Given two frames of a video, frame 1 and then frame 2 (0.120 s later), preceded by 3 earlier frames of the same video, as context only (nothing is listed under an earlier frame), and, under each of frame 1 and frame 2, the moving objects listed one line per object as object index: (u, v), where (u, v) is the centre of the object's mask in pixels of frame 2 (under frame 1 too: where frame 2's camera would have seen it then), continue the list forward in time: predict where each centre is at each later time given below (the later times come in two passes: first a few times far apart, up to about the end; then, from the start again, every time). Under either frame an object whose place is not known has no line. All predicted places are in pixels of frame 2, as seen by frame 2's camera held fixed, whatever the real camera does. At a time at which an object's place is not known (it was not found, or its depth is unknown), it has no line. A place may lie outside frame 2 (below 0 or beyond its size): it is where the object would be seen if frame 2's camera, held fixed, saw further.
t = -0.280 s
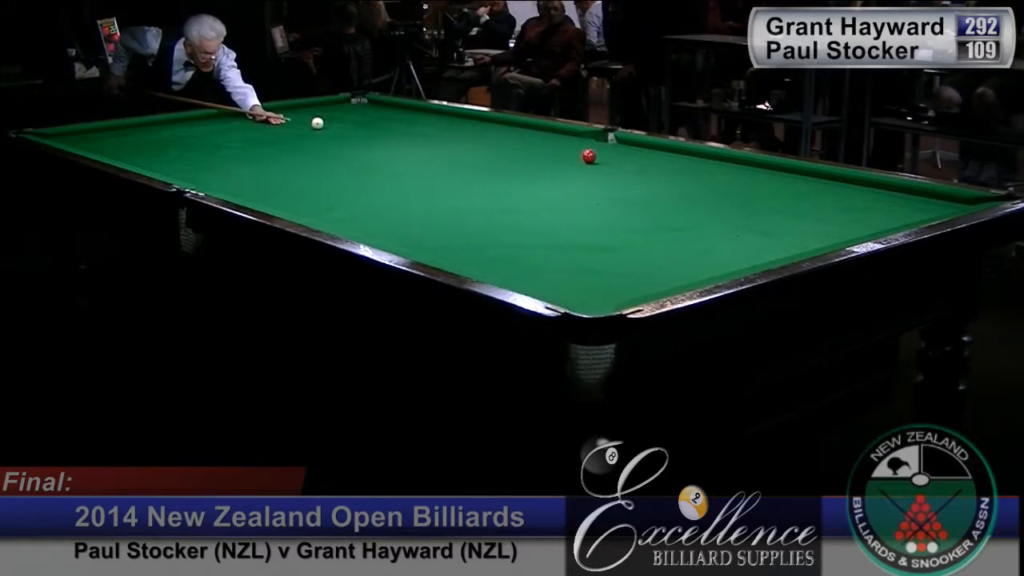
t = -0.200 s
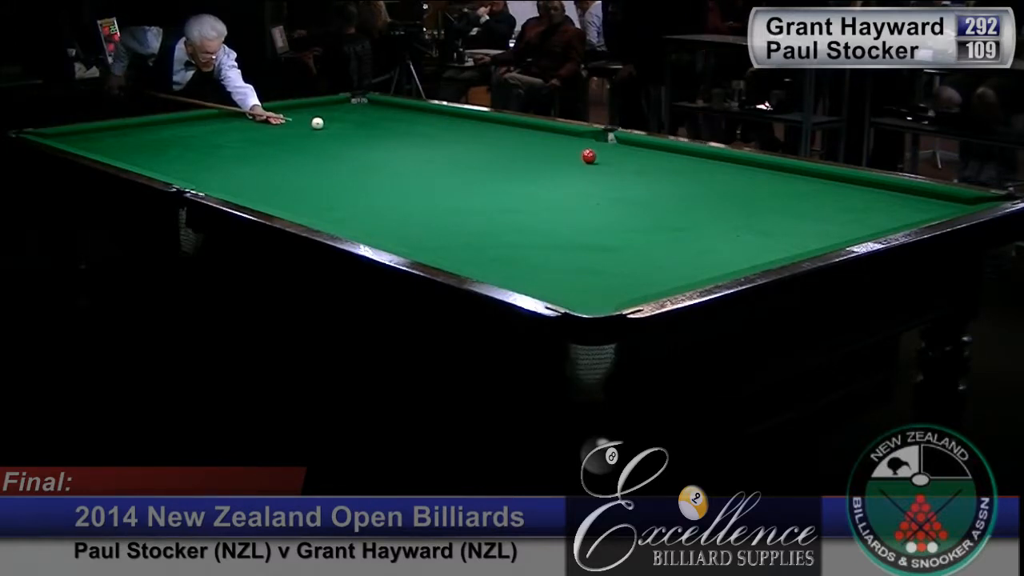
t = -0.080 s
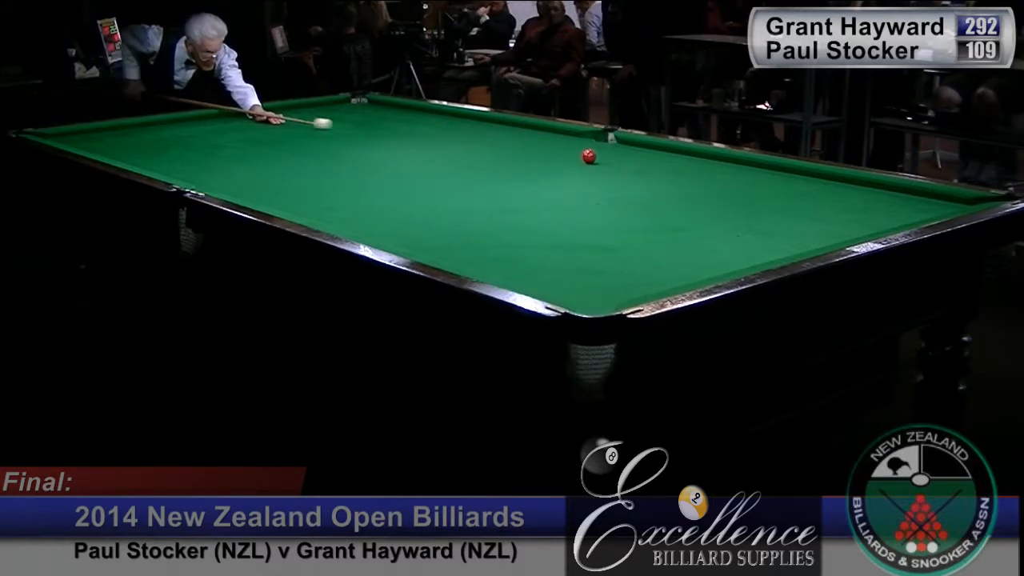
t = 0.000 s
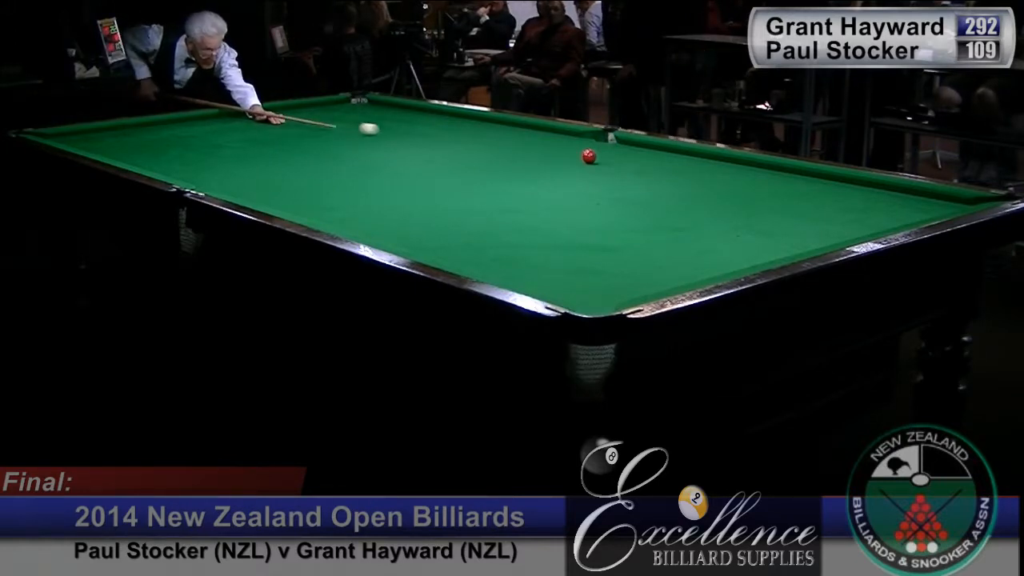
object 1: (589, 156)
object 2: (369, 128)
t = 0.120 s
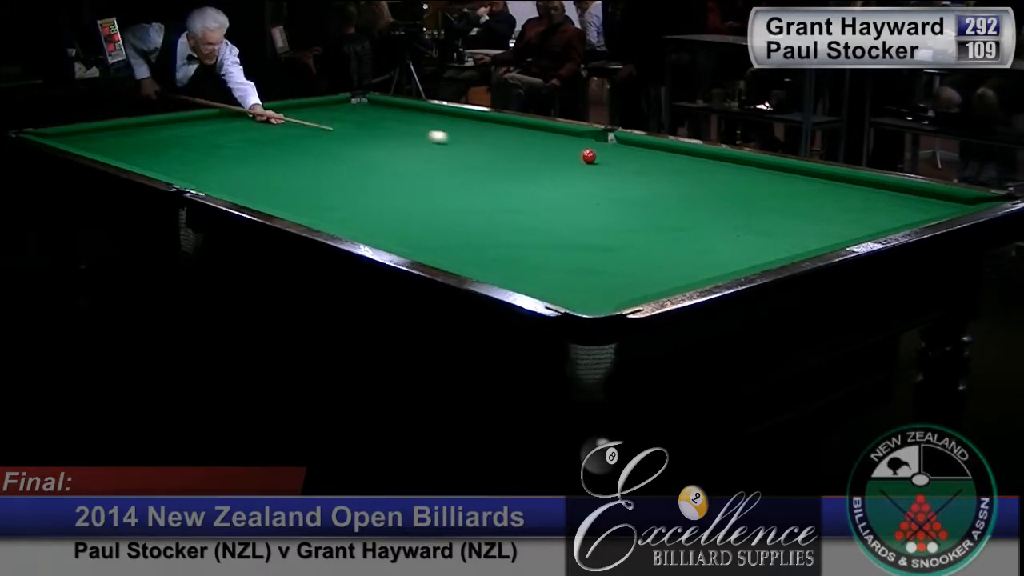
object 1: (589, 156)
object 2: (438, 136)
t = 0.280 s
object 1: (589, 156)
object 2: (529, 147)
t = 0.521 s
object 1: (647, 169)
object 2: (606, 153)
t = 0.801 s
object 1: (746, 190)
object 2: (671, 153)
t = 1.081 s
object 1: (850, 213)
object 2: (715, 157)
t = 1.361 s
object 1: (859, 216)
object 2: (728, 165)
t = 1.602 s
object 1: (799, 206)
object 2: (738, 171)
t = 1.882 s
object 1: (734, 194)
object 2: (751, 178)
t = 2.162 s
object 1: (676, 184)
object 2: (763, 186)
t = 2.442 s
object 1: (626, 175)
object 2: (776, 193)
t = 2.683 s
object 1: (586, 168)
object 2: (786, 200)
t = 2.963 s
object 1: (544, 161)
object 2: (798, 207)
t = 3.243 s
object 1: (506, 154)
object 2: (809, 214)
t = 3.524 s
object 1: (472, 149)
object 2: (820, 221)
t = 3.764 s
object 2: (829, 226)
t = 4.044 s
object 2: (839, 231)
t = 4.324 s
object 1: (391, 136)
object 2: (848, 234)
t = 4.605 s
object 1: (368, 132)
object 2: (846, 235)
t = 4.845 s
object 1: (350, 129)
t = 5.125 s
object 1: (330, 126)
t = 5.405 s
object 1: (313, 124)
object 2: (822, 236)
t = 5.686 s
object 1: (298, 121)
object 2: (821, 237)
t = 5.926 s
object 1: (286, 119)
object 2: (821, 237)
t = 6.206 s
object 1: (273, 117)
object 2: (821, 237)
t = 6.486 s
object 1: (262, 115)
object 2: (821, 237)
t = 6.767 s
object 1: (253, 115)
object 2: (821, 237)
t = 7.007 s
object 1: (245, 113)
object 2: (820, 237)
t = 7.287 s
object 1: (238, 112)
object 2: (820, 237)
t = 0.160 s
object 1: (589, 156)
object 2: (461, 139)
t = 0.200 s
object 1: (589, 156)
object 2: (484, 142)
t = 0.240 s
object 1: (589, 156)
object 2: (507, 145)
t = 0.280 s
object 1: (589, 156)
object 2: (529, 147)
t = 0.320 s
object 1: (589, 156)
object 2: (552, 150)
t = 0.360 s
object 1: (589, 156)
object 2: (573, 152)
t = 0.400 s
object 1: (600, 159)
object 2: (585, 153)
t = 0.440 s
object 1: (616, 162)
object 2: (591, 153)
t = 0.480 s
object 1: (632, 165)
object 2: (599, 153)
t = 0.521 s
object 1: (647, 169)
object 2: (606, 153)
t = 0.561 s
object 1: (662, 172)
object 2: (615, 153)
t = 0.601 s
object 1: (677, 175)
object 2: (624, 153)
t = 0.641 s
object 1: (691, 178)
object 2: (634, 153)
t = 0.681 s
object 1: (705, 180)
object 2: (643, 153)
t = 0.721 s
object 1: (718, 184)
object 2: (653, 153)
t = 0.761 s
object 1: (732, 187)
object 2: (662, 153)
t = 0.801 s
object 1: (746, 190)
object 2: (671, 153)
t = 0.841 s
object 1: (760, 193)
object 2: (681, 154)
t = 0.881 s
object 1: (774, 196)
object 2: (690, 154)
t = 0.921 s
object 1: (789, 199)
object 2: (699, 154)
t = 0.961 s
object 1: (803, 203)
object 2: (708, 155)
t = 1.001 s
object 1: (819, 206)
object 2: (712, 155)
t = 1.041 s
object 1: (834, 209)
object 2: (714, 156)
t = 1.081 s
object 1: (850, 213)
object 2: (715, 157)
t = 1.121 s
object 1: (866, 216)
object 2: (717, 158)
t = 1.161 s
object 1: (882, 220)
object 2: (719, 159)
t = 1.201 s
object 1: (898, 220)
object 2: (721, 161)
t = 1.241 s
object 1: (897, 221)
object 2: (722, 161)
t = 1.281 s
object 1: (884, 220)
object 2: (724, 163)
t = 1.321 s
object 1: (871, 218)
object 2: (726, 164)
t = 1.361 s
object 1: (859, 216)
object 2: (728, 165)
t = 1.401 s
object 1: (849, 214)
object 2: (730, 166)
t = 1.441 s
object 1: (838, 213)
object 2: (731, 167)
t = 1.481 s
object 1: (828, 211)
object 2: (733, 168)
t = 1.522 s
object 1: (818, 209)
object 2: (735, 169)
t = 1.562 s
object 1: (808, 207)
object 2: (736, 170)
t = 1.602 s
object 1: (799, 206)
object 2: (738, 171)
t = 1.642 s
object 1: (789, 204)
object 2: (740, 172)
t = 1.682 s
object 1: (779, 202)
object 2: (742, 173)
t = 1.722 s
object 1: (770, 201)
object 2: (744, 174)
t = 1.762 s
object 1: (760, 199)
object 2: (746, 175)
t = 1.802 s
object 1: (751, 197)
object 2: (747, 176)
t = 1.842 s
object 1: (743, 195)
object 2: (749, 177)
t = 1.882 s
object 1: (734, 194)
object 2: (751, 178)
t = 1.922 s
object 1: (725, 192)
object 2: (753, 179)
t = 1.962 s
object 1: (717, 191)
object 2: (755, 180)
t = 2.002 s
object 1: (708, 189)
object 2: (756, 181)
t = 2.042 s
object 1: (700, 188)
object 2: (758, 182)
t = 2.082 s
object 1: (692, 187)
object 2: (760, 184)
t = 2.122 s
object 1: (684, 185)
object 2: (762, 185)
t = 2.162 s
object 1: (676, 184)
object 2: (763, 186)
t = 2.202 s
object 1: (669, 182)
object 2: (765, 187)
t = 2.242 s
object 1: (662, 181)
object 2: (767, 188)
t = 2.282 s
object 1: (654, 180)
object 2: (769, 189)
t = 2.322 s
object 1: (647, 178)
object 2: (771, 190)
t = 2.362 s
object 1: (640, 177)
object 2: (772, 191)
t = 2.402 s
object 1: (632, 176)
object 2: (774, 192)
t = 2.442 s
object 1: (626, 175)
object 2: (776, 193)
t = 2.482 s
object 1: (619, 174)
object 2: (778, 195)
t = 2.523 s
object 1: (612, 173)
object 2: (779, 195)
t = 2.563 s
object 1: (605, 171)
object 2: (781, 197)
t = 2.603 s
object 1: (598, 170)
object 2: (783, 198)
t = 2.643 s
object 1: (592, 169)
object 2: (785, 198)
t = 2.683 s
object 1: (586, 168)
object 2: (786, 200)
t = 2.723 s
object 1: (580, 167)
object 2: (788, 201)
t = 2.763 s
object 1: (574, 166)
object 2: (790, 202)
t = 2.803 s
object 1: (568, 165)
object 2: (791, 203)
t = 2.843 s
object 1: (561, 164)
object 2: (793, 204)
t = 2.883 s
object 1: (555, 163)
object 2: (795, 205)
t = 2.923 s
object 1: (550, 162)
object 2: (796, 206)
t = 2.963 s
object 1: (544, 161)
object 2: (798, 207)
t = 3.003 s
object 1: (538, 160)
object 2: (800, 208)
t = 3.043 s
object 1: (533, 159)
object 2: (801, 209)
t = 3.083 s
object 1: (527, 158)
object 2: (803, 210)
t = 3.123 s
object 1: (522, 157)
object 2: (804, 211)
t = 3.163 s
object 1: (516, 156)
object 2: (806, 212)
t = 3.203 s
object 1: (511, 155)
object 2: (808, 213)
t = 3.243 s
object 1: (506, 154)
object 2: (809, 214)
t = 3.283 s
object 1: (501, 153)
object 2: (811, 215)
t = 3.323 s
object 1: (496, 152)
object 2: (813, 216)
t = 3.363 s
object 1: (491, 152)
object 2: (814, 217)
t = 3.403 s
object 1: (486, 151)
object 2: (816, 218)
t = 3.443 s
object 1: (481, 150)
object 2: (817, 219)
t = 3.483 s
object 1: (476, 149)
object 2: (819, 220)
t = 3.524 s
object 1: (472, 149)
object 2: (820, 221)
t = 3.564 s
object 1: (467, 148)
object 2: (822, 221)
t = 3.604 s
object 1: (463, 147)
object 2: (823, 222)
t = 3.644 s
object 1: (458, 147)
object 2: (825, 223)
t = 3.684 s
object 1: (454, 146)
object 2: (826, 224)
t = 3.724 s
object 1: (449, 145)
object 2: (828, 225)
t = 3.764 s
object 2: (829, 226)
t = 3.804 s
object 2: (831, 227)
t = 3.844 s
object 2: (832, 228)
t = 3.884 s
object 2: (834, 228)
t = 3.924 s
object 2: (835, 229)
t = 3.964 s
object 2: (836, 230)
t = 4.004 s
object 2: (838, 231)
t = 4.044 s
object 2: (839, 231)
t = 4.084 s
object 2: (840, 232)
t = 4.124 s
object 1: (408, 139)
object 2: (842, 232)
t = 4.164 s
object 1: (406, 138)
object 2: (843, 233)
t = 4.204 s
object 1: (402, 137)
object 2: (844, 233)
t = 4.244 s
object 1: (398, 137)
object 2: (845, 233)
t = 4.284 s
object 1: (395, 136)
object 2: (846, 234)
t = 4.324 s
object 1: (391, 136)
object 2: (848, 234)
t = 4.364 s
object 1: (388, 135)
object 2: (849, 234)
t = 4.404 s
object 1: (384, 135)
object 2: (850, 234)
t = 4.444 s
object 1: (381, 134)
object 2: (851, 235)
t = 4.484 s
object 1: (378, 134)
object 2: (850, 235)
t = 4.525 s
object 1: (374, 133)
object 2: (848, 235)
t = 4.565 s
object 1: (371, 133)
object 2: (847, 235)
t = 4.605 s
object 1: (368, 132)
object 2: (846, 235)
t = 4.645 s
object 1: (365, 132)
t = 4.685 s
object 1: (362, 131)
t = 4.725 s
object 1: (358, 130)
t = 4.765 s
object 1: (356, 130)
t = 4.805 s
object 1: (352, 129)
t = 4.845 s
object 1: (350, 129)
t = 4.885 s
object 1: (347, 129)
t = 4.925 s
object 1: (344, 128)
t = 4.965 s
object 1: (341, 128)
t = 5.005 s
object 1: (338, 128)
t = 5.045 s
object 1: (335, 127)
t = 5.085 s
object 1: (333, 126)
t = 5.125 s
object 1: (330, 126)
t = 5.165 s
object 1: (328, 126)
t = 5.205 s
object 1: (325, 125)
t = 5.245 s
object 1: (323, 125)
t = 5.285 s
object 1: (320, 125)
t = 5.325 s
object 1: (318, 124)
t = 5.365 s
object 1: (315, 124)
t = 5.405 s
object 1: (313, 124)
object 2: (822, 236)
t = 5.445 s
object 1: (311, 123)
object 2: (822, 236)
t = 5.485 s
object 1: (308, 122)
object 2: (822, 237)
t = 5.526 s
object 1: (306, 122)
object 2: (822, 237)
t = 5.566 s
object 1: (304, 122)
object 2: (821, 237)
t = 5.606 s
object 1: (302, 121)
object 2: (821, 237)
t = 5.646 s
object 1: (300, 121)
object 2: (821, 237)
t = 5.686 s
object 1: (298, 121)
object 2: (821, 237)
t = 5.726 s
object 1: (295, 120)
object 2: (821, 237)
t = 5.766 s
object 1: (293, 120)
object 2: (821, 237)
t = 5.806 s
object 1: (292, 120)
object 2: (821, 237)
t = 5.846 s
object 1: (290, 120)
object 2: (821, 237)
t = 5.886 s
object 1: (287, 120)
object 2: (821, 237)
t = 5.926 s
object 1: (286, 119)
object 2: (821, 237)
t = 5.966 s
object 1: (284, 119)
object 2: (821, 237)
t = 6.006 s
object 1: (282, 119)
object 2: (821, 237)
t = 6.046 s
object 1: (280, 119)
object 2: (821, 237)
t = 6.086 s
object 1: (278, 118)
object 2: (821, 237)
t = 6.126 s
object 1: (276, 118)
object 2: (821, 237)
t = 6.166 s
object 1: (275, 118)
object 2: (821, 237)
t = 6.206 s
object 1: (273, 117)
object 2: (821, 237)
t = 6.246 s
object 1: (271, 117)
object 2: (821, 237)
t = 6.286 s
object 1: (270, 116)
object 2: (821, 237)
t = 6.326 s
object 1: (268, 116)
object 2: (821, 237)
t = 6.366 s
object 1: (266, 116)
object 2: (821, 237)
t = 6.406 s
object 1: (265, 116)
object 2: (821, 237)
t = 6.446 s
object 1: (263, 116)
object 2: (821, 237)
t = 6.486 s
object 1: (262, 115)
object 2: (821, 237)
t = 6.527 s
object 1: (261, 115)
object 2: (821, 237)
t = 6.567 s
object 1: (259, 115)
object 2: (821, 237)
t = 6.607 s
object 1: (257, 115)
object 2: (821, 237)
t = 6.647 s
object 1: (256, 115)
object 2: (821, 237)
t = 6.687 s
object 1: (255, 115)
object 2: (821, 237)
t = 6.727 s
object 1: (254, 115)
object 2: (821, 237)
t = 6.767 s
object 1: (253, 115)
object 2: (821, 237)
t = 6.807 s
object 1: (251, 114)
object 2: (821, 237)
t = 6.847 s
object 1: (250, 114)
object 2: (821, 237)
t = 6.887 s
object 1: (249, 114)
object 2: (821, 237)
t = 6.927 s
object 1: (248, 114)
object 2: (820, 237)
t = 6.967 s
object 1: (246, 113)
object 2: (820, 237)
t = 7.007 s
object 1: (245, 113)
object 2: (820, 237)
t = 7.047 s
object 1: (244, 113)
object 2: (820, 237)
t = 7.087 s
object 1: (243, 113)
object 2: (820, 237)
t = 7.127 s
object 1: (242, 113)
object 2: (820, 237)
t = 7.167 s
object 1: (241, 113)
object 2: (820, 237)
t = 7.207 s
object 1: (240, 113)
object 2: (820, 237)
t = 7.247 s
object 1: (239, 112)
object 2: (820, 237)
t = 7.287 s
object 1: (238, 112)
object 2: (820, 237)
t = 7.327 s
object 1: (236, 112)
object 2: (820, 237)
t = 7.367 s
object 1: (235, 112)
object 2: (820, 237)
